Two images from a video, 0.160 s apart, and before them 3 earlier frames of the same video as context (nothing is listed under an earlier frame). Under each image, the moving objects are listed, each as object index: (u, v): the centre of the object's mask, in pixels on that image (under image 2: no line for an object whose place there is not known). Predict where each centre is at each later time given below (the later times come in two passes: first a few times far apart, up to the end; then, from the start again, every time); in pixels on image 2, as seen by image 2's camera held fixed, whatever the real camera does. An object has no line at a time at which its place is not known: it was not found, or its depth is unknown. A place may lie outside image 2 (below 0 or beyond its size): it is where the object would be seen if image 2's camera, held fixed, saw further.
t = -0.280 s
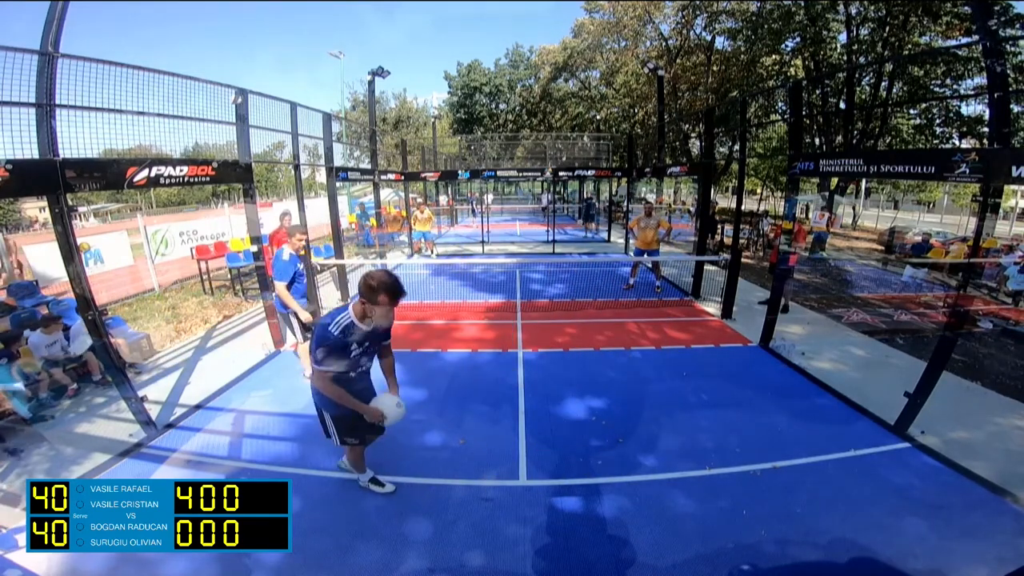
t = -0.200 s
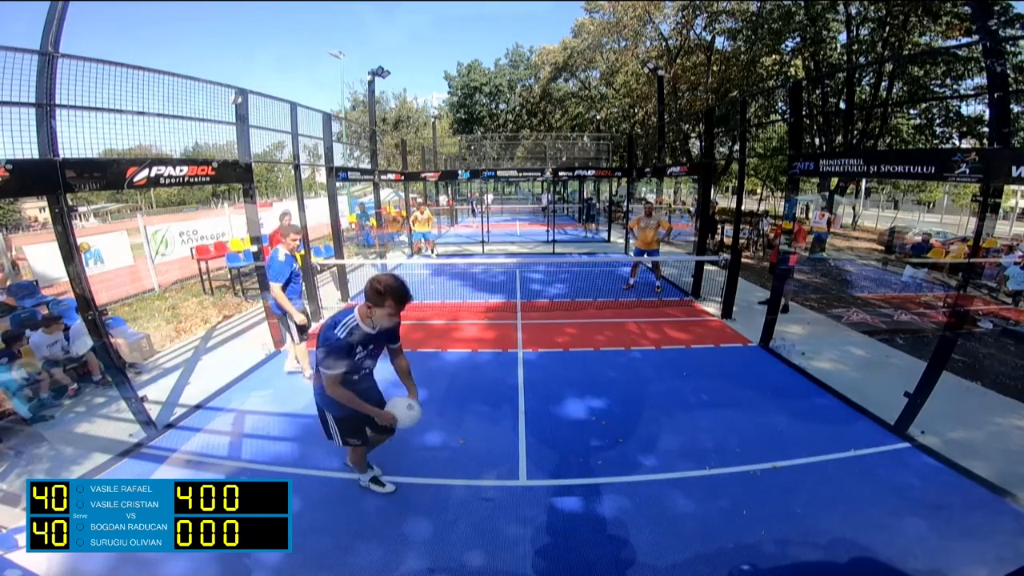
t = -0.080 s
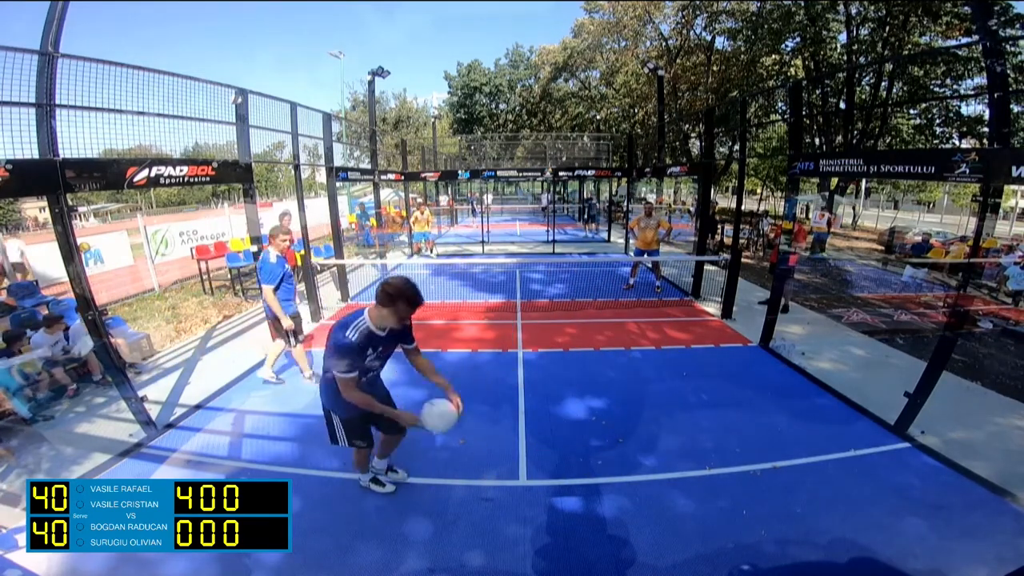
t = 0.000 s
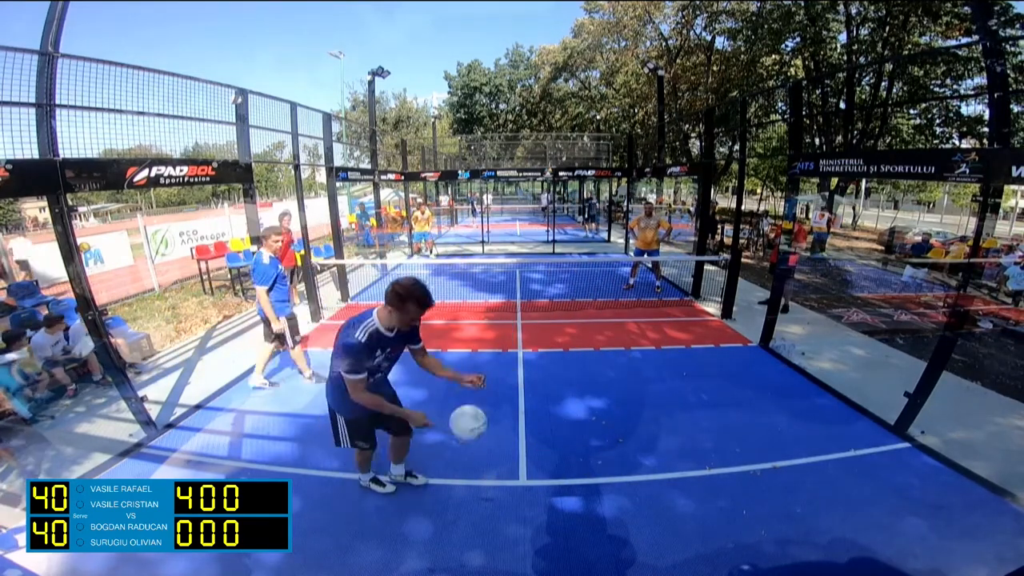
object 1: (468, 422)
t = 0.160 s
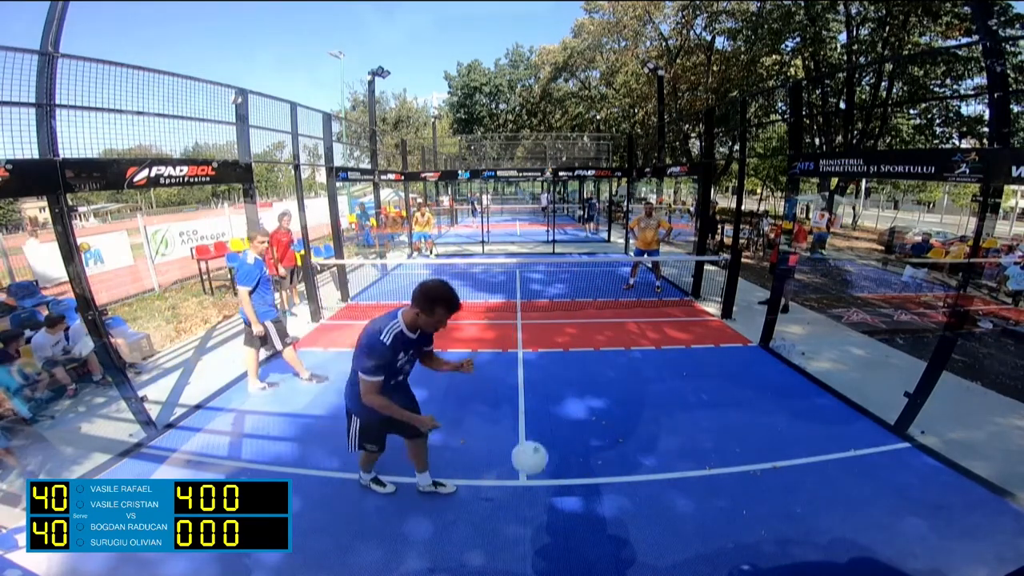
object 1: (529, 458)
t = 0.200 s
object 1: (544, 470)
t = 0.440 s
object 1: (603, 494)
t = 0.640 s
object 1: (634, 482)
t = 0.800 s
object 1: (651, 503)
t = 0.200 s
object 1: (544, 470)
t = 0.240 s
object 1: (558, 484)
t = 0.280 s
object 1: (571, 498)
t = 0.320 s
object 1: (584, 512)
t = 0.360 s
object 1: (591, 508)
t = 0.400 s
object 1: (597, 500)
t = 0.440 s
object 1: (603, 494)
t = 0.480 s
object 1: (610, 488)
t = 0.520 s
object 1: (616, 484)
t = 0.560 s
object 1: (622, 481)
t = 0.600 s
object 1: (628, 481)
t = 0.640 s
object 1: (634, 482)
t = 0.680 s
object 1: (639, 484)
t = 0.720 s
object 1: (643, 489)
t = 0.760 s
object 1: (648, 495)
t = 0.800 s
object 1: (651, 503)
